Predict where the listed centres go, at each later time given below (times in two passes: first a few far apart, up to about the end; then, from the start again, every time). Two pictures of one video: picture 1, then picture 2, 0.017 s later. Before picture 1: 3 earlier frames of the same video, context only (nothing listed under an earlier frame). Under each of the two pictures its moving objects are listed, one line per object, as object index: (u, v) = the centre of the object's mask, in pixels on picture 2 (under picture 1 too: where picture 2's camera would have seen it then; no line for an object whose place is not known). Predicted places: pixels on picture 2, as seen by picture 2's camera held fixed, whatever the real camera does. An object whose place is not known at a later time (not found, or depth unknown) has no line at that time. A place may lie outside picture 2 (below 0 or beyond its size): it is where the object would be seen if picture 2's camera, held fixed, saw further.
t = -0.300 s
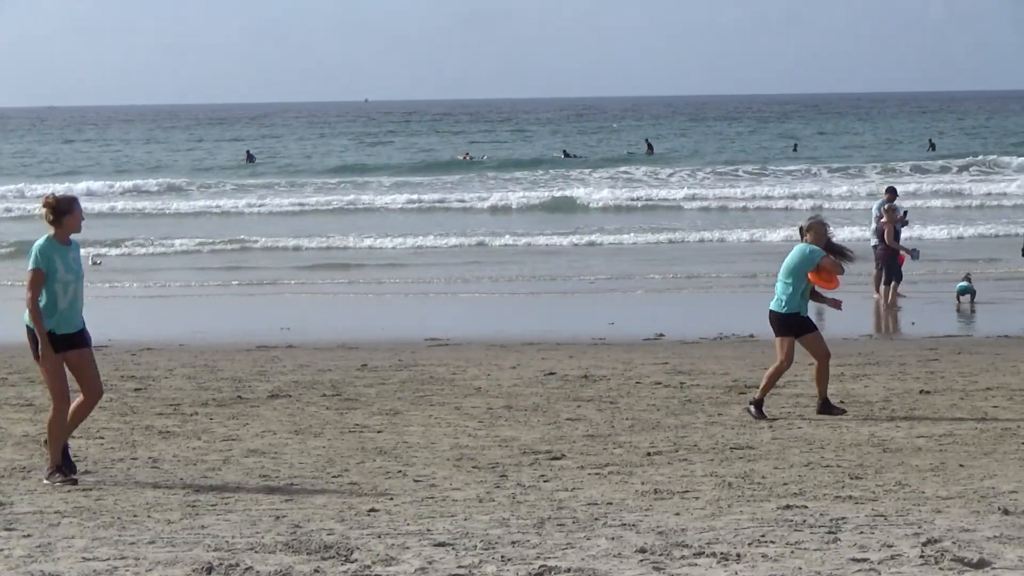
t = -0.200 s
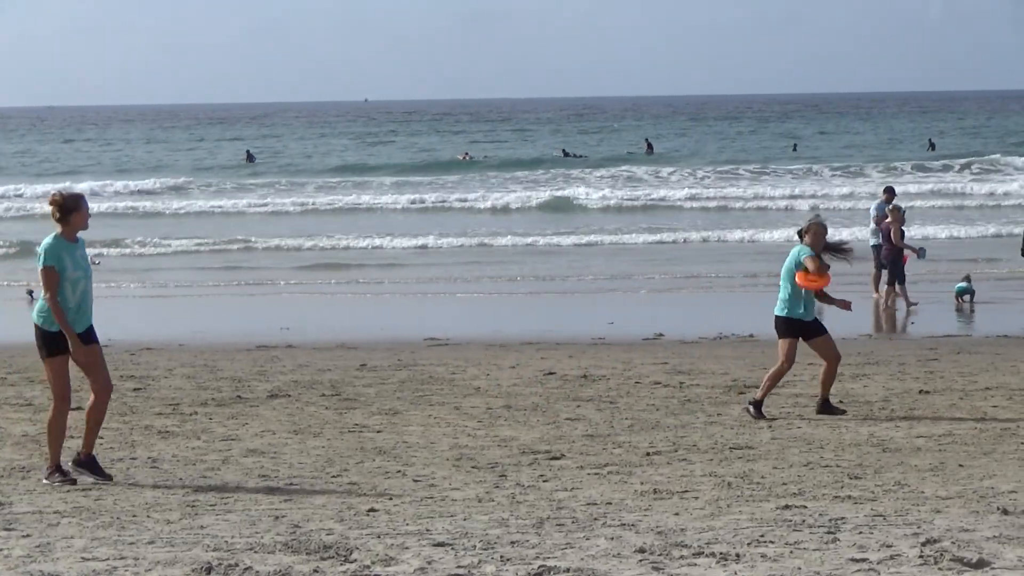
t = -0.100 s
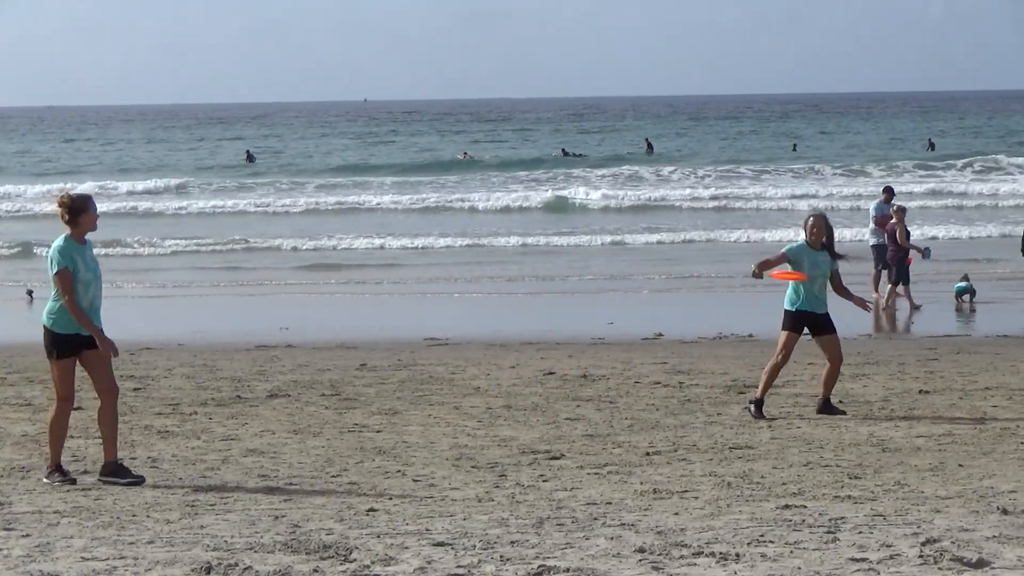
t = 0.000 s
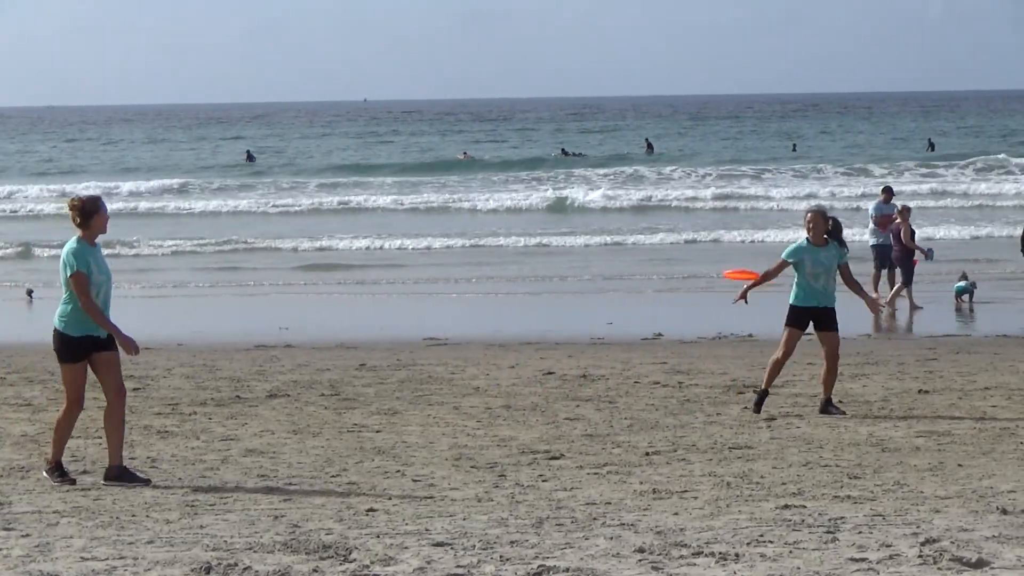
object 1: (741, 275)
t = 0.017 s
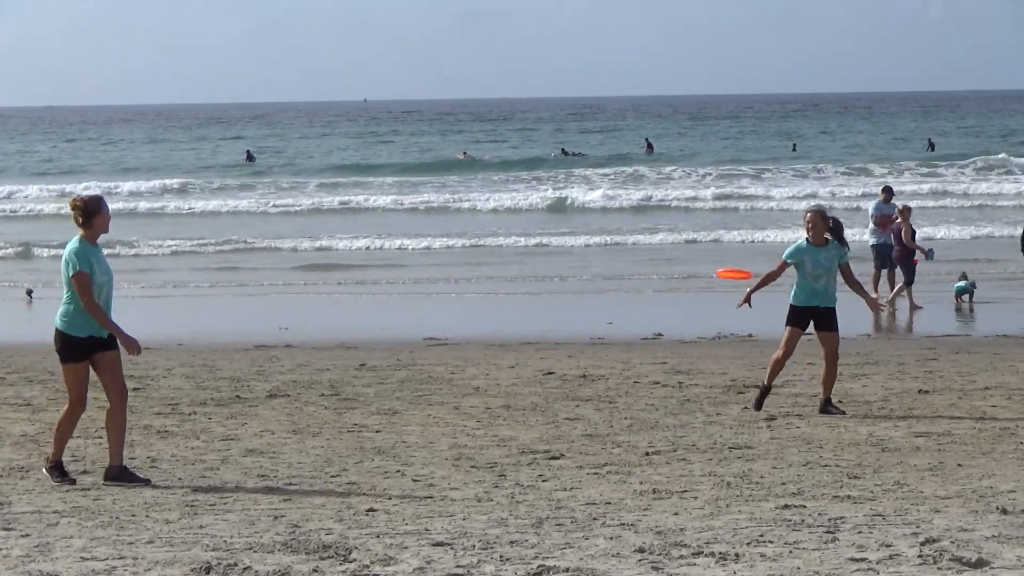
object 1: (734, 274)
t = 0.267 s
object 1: (625, 255)
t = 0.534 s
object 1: (519, 246)
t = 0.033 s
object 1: (726, 273)
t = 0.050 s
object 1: (719, 272)
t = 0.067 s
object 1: (711, 272)
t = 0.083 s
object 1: (704, 271)
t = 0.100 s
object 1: (697, 270)
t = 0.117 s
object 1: (689, 269)
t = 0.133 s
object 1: (682, 267)
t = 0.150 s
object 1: (675, 266)
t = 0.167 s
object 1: (668, 264)
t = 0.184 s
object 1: (660, 263)
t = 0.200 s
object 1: (653, 261)
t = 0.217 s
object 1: (646, 259)
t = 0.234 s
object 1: (639, 258)
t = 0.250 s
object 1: (633, 256)
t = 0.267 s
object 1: (625, 255)
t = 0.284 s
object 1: (618, 254)
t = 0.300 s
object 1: (612, 253)
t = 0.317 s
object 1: (606, 252)
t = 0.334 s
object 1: (598, 252)
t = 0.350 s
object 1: (592, 252)
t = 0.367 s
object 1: (584, 251)
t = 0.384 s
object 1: (578, 251)
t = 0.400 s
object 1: (571, 251)
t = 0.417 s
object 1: (564, 250)
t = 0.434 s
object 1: (558, 250)
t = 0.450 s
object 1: (551, 249)
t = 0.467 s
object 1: (545, 248)
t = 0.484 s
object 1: (539, 248)
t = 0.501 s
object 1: (531, 247)
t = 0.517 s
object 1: (525, 246)
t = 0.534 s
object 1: (519, 246)
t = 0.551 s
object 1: (513, 245)
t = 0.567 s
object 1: (507, 245)
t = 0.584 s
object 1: (501, 245)
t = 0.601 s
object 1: (495, 246)
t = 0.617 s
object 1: (489, 246)
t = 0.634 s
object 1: (483, 247)
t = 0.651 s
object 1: (477, 247)
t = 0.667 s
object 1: (472, 248)
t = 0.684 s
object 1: (466, 248)
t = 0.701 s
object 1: (460, 249)
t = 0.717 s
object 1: (455, 249)
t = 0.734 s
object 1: (449, 250)
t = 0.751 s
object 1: (444, 250)
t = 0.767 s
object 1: (439, 251)
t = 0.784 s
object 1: (435, 251)
